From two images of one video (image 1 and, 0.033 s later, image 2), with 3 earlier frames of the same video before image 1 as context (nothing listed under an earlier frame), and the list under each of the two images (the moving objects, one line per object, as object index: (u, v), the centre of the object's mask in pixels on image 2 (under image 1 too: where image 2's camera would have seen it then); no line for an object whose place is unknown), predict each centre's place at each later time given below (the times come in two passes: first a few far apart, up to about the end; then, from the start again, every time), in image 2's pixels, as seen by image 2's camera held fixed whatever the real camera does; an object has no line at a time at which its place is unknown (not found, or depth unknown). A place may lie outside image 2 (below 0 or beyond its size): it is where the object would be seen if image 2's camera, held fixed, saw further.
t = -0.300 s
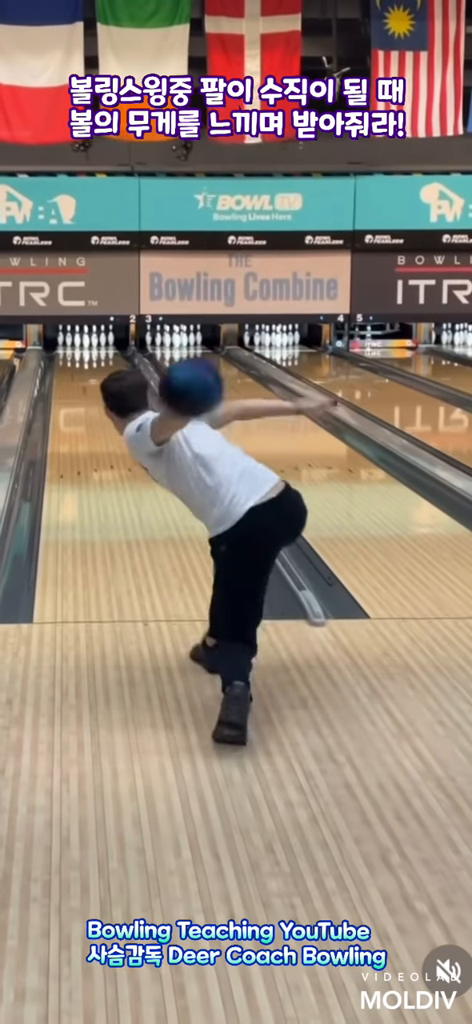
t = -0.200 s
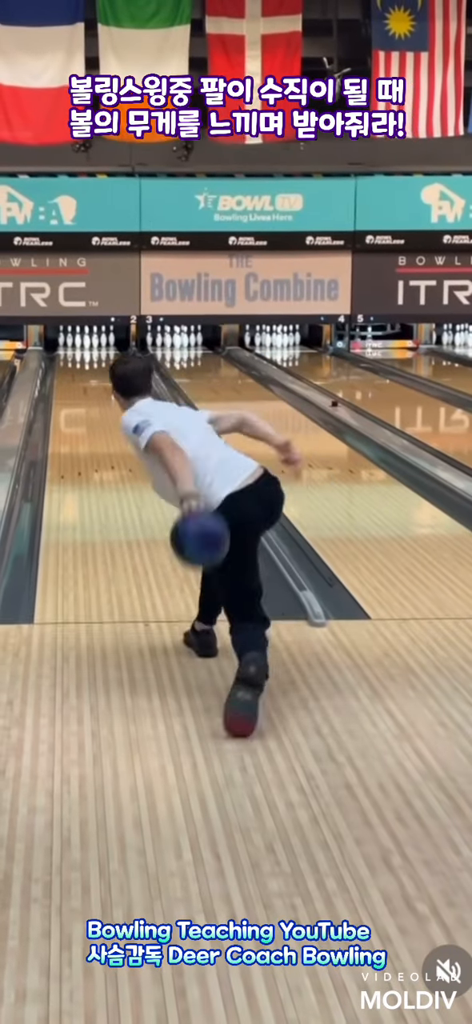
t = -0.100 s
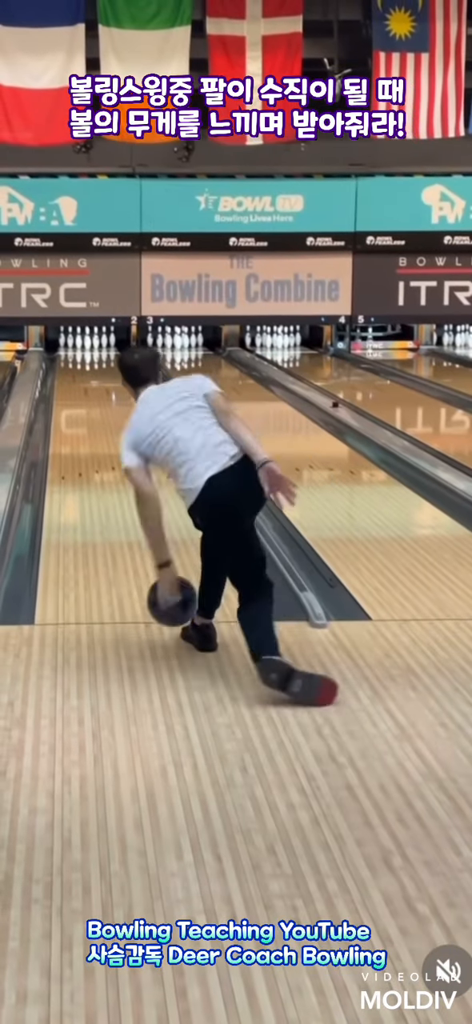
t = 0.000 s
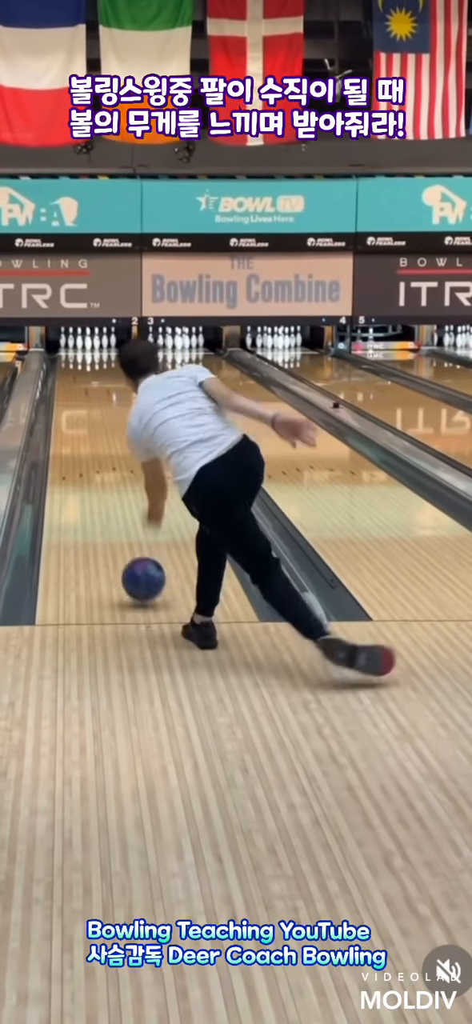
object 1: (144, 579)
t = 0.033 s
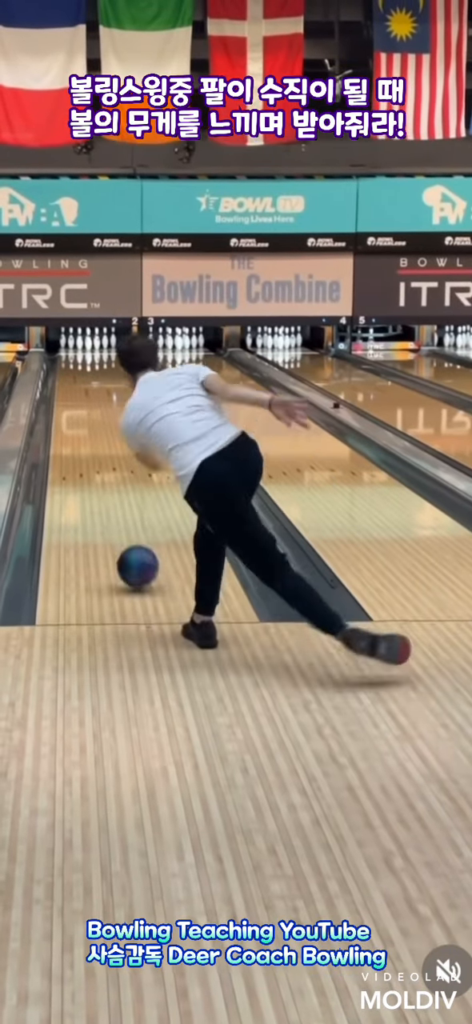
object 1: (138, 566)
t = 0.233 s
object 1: (112, 507)
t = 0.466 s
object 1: (93, 459)
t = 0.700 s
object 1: (81, 425)
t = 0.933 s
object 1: (73, 401)
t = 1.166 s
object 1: (67, 383)
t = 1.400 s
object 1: (66, 368)
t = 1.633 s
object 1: (68, 357)
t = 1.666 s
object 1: (68, 355)
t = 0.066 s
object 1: (132, 557)
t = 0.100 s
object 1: (128, 546)
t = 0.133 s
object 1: (123, 535)
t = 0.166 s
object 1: (119, 525)
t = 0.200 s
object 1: (115, 515)
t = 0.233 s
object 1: (112, 507)
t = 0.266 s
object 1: (108, 499)
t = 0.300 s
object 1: (105, 491)
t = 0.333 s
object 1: (103, 483)
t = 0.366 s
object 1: (100, 477)
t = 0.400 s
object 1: (98, 470)
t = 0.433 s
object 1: (95, 464)
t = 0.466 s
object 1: (93, 459)
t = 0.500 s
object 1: (91, 453)
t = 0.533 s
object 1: (89, 448)
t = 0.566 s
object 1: (87, 443)
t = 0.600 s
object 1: (86, 437)
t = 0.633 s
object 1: (84, 433)
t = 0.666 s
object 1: (82, 429)
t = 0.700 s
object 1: (81, 425)
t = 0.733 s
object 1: (79, 421)
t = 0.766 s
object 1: (78, 417)
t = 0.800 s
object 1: (77, 413)
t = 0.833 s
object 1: (76, 410)
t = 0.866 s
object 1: (75, 407)
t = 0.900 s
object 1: (74, 404)
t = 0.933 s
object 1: (73, 401)
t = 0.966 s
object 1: (73, 398)
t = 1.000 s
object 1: (71, 395)
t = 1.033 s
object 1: (70, 392)
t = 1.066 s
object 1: (70, 390)
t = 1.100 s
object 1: (69, 388)
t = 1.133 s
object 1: (68, 385)
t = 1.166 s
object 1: (67, 383)
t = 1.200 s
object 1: (67, 381)
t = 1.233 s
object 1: (67, 379)
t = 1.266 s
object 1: (66, 376)
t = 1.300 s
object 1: (66, 374)
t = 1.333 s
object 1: (66, 372)
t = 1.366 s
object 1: (66, 371)
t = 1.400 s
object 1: (66, 368)
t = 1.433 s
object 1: (65, 366)
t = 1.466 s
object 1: (66, 365)
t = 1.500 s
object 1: (66, 363)
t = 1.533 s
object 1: (66, 361)
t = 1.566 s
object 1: (67, 360)
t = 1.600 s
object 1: (67, 359)
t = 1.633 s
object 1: (68, 357)
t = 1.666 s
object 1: (68, 355)
